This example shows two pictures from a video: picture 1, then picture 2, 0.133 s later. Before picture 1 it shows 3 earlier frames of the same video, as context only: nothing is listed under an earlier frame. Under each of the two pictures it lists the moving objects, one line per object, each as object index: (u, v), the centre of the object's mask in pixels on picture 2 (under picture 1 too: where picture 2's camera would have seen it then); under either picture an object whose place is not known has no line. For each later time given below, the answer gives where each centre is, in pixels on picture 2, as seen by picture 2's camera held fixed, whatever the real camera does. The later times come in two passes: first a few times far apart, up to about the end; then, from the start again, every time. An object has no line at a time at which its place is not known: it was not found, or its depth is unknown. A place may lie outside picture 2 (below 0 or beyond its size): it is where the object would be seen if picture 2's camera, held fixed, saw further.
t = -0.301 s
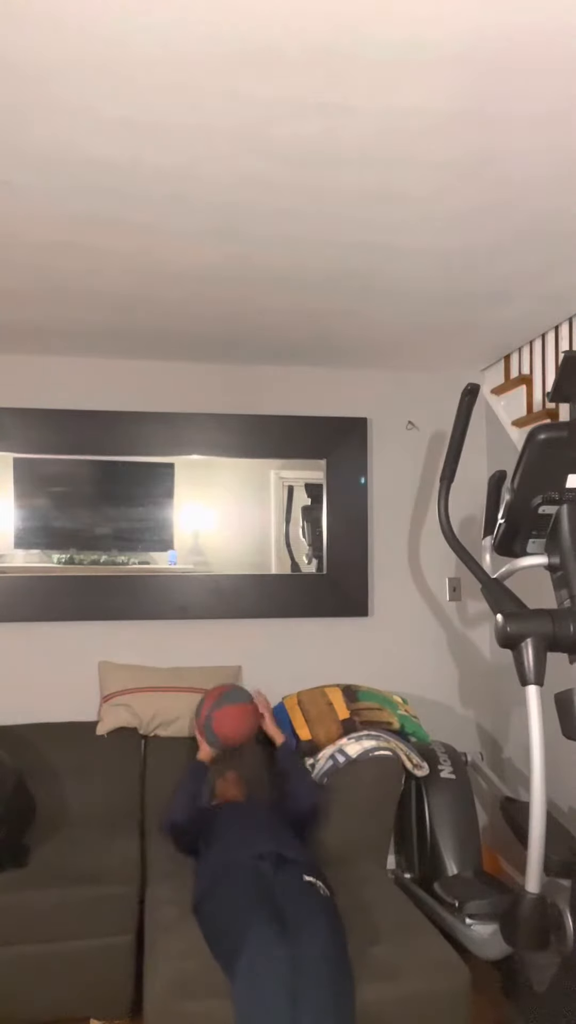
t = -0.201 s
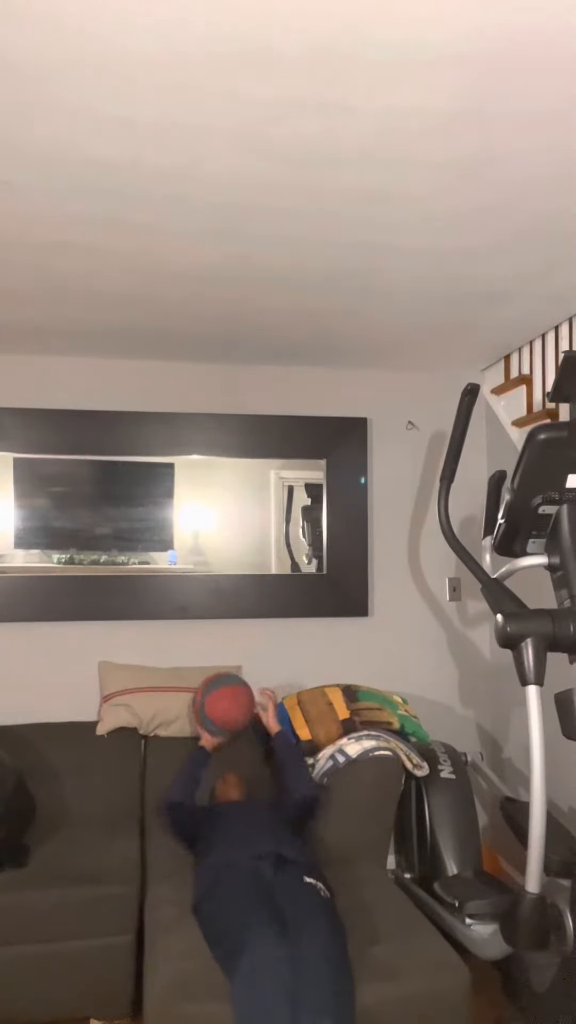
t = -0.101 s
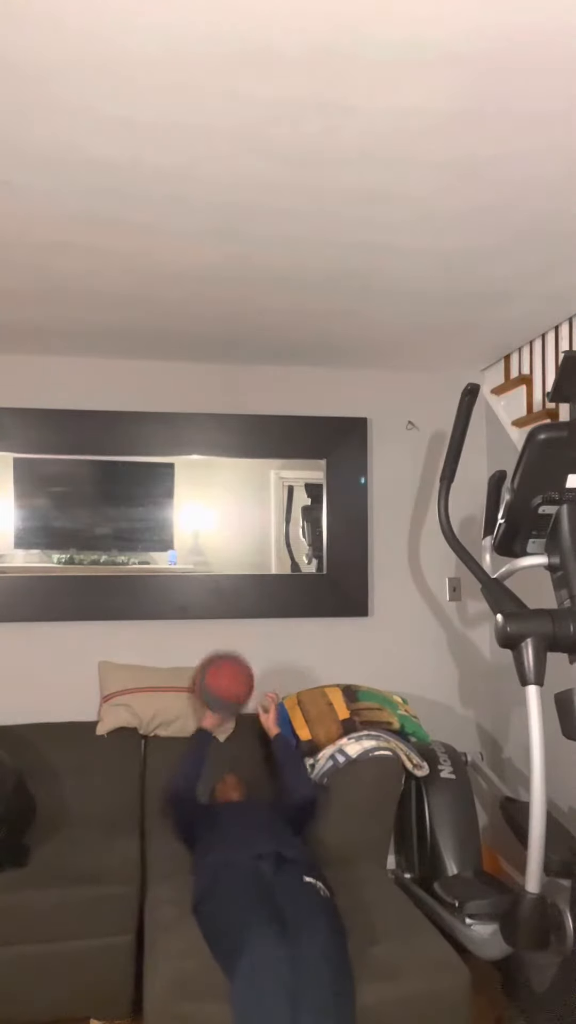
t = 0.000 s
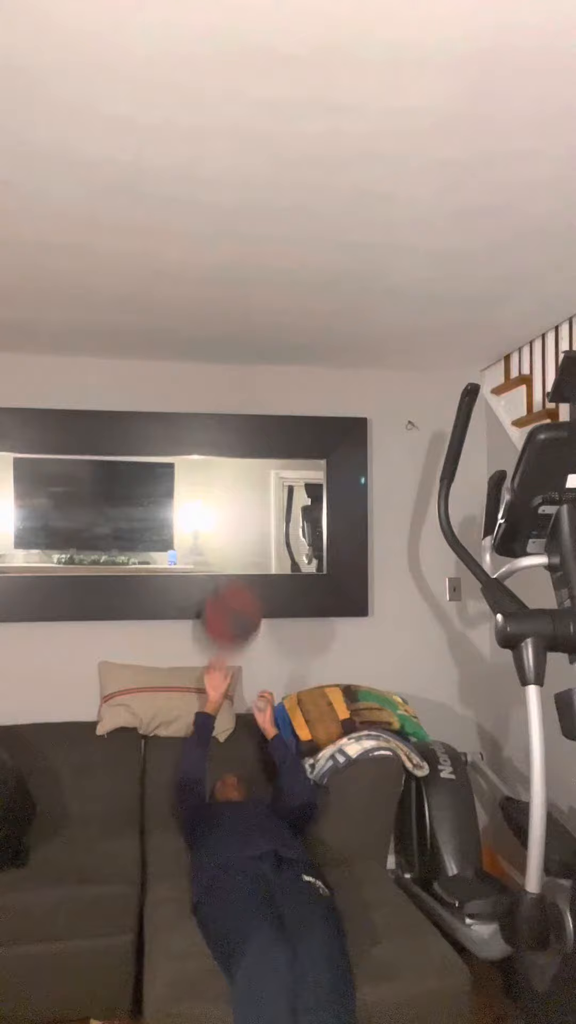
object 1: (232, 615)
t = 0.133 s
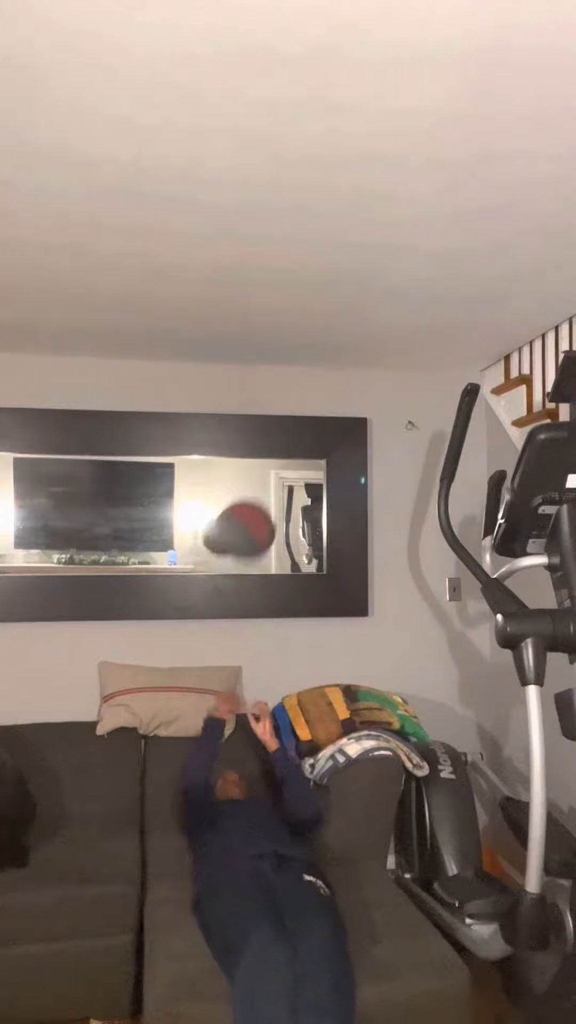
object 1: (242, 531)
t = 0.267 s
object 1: (258, 485)
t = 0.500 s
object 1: (286, 515)
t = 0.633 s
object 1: (301, 606)
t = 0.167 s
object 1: (250, 513)
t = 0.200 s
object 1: (251, 502)
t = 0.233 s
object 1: (255, 492)
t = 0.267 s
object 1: (258, 485)
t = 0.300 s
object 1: (262, 481)
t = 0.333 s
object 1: (266, 479)
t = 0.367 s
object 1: (270, 479)
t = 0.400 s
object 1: (274, 483)
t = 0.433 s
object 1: (278, 490)
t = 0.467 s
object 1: (282, 500)
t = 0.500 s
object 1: (286, 515)
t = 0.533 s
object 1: (290, 532)
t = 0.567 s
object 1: (294, 557)
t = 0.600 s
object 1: (299, 582)
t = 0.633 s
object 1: (301, 606)
